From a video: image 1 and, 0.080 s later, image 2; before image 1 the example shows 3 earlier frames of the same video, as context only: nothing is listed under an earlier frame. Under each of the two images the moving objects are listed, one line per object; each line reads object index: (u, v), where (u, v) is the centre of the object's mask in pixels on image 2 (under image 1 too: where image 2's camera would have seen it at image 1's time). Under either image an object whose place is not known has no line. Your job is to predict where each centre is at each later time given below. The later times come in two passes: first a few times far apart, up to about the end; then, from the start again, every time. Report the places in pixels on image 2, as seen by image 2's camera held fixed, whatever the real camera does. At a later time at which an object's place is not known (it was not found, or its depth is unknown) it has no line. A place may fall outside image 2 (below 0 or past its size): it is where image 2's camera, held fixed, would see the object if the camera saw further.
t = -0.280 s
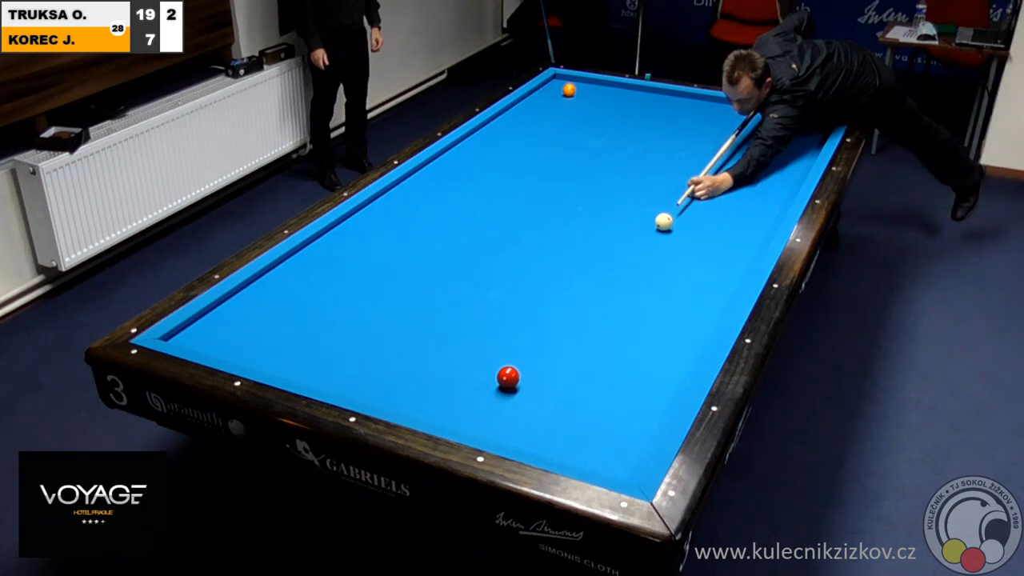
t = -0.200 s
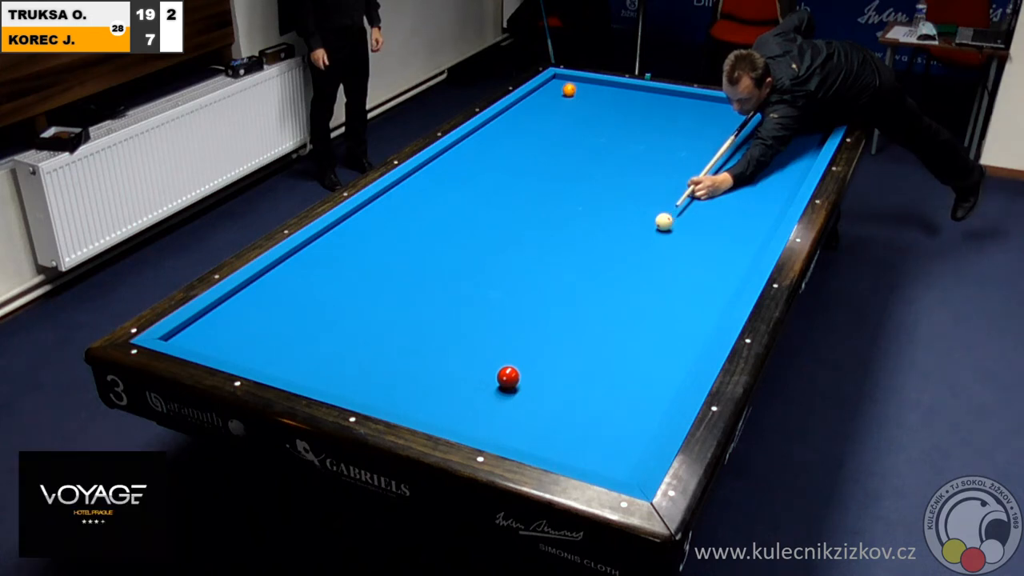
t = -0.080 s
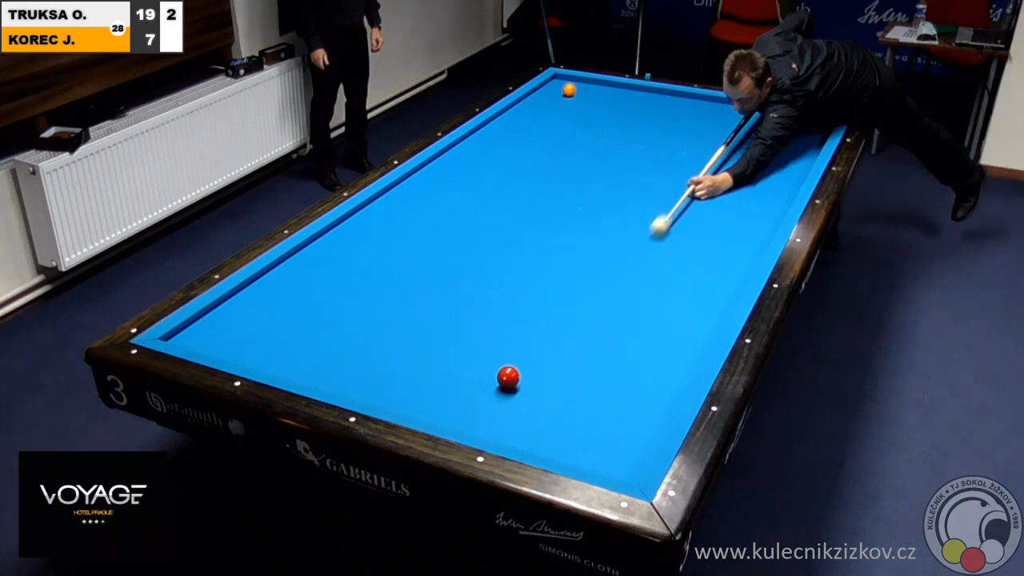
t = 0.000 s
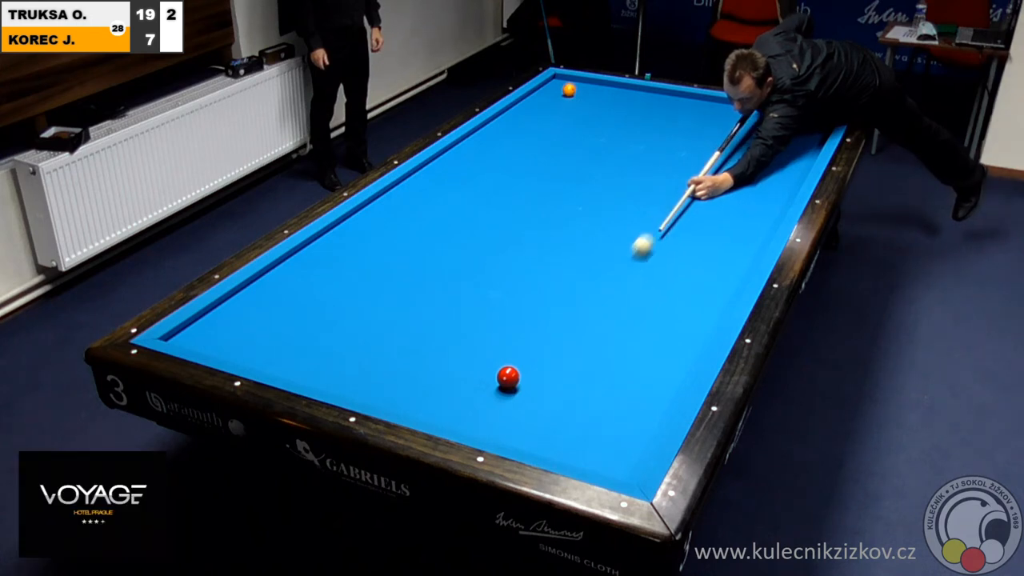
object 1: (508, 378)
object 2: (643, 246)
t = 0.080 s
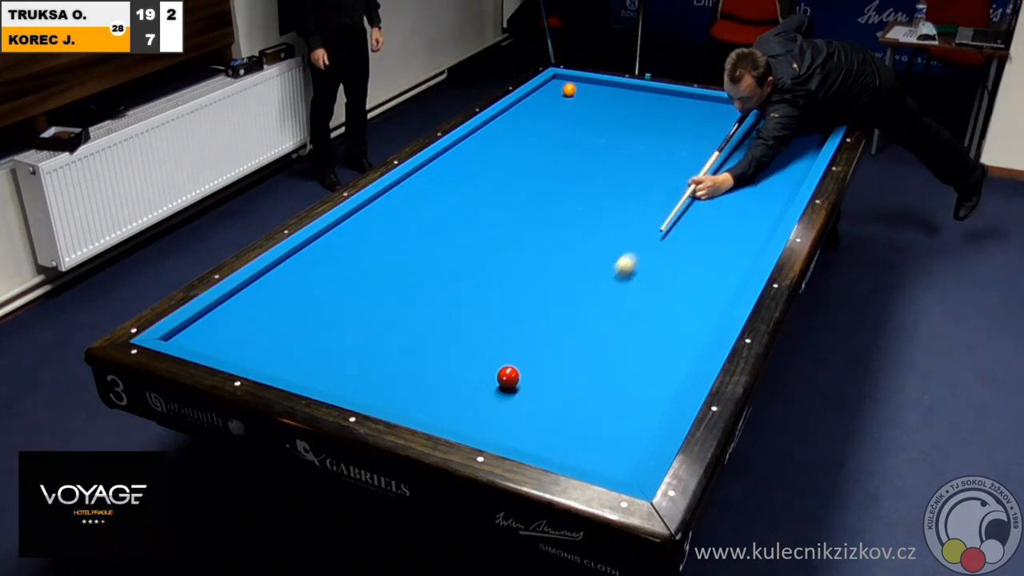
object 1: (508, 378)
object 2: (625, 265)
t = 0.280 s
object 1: (508, 378)
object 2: (578, 320)
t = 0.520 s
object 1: (480, 381)
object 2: (537, 397)
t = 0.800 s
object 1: (398, 391)
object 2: (597, 426)
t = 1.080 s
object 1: (352, 382)
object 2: (665, 391)
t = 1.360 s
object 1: (330, 359)
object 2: (652, 346)
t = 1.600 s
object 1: (314, 342)
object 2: (643, 313)
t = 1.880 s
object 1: (296, 323)
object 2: (634, 279)
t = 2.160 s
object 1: (280, 306)
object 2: (626, 249)
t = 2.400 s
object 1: (267, 293)
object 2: (620, 226)
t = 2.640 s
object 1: (258, 281)
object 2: (614, 205)
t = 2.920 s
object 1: (282, 279)
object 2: (609, 184)
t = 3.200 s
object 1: (304, 276)
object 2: (604, 165)
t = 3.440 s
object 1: (322, 274)
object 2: (600, 151)
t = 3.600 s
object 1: (333, 273)
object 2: (597, 141)
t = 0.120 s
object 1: (508, 378)
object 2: (617, 275)
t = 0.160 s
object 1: (508, 378)
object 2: (608, 286)
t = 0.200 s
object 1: (508, 378)
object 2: (598, 297)
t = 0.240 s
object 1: (508, 378)
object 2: (589, 308)
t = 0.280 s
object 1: (508, 378)
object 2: (578, 320)
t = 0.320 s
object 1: (508, 378)
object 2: (568, 332)
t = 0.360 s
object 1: (508, 378)
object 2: (557, 344)
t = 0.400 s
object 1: (508, 377)
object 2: (545, 358)
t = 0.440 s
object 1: (508, 377)
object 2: (534, 372)
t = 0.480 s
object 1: (495, 378)
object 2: (534, 385)
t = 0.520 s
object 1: (480, 381)
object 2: (537, 397)
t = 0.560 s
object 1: (466, 383)
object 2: (539, 411)
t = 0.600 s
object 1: (454, 384)
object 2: (539, 425)
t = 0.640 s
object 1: (443, 386)
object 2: (540, 440)
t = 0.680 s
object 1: (432, 387)
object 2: (550, 444)
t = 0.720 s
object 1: (420, 388)
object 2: (566, 438)
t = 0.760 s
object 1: (409, 390)
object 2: (582, 431)
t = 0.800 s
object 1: (398, 391)
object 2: (597, 426)
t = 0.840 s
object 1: (387, 392)
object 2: (611, 421)
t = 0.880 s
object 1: (376, 393)
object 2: (624, 417)
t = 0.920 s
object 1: (365, 393)
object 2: (638, 413)
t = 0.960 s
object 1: (362, 391)
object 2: (651, 409)
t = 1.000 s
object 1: (358, 388)
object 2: (664, 405)
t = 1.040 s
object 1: (355, 385)
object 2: (668, 399)
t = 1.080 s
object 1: (352, 382)
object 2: (665, 391)
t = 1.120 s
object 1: (348, 379)
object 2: (663, 384)
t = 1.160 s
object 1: (345, 375)
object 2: (661, 378)
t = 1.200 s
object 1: (342, 372)
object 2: (659, 371)
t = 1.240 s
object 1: (339, 369)
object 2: (657, 365)
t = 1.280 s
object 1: (336, 365)
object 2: (655, 358)
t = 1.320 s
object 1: (333, 362)
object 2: (654, 352)
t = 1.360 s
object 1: (330, 359)
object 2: (652, 346)
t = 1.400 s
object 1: (328, 356)
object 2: (651, 340)
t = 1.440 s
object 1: (325, 353)
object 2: (649, 335)
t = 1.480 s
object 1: (322, 350)
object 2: (648, 329)
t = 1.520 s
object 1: (320, 347)
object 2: (646, 323)
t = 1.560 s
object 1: (317, 344)
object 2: (644, 318)
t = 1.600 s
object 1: (314, 342)
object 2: (643, 313)
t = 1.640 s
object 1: (311, 339)
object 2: (642, 308)
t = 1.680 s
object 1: (309, 336)
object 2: (640, 303)
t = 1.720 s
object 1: (306, 334)
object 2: (639, 297)
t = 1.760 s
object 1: (304, 331)
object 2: (638, 293)
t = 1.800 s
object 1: (301, 328)
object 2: (636, 288)
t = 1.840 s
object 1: (299, 326)
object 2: (635, 283)
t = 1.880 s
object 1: (296, 323)
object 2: (634, 279)
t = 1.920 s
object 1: (294, 320)
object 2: (633, 274)
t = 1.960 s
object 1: (291, 318)
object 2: (631, 269)
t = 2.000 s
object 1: (289, 316)
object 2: (630, 265)
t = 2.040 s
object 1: (287, 313)
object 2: (629, 261)
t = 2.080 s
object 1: (284, 311)
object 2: (628, 257)
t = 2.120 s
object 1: (282, 308)
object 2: (627, 253)
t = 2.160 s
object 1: (280, 306)
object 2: (626, 249)
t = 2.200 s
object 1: (278, 304)
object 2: (625, 245)
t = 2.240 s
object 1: (276, 301)
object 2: (623, 241)
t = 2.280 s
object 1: (273, 299)
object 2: (623, 237)
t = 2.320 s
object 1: (271, 297)
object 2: (622, 233)
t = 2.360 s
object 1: (269, 295)
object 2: (621, 229)
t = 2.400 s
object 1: (267, 293)
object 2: (620, 226)
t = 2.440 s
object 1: (265, 291)
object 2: (619, 222)
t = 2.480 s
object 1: (263, 289)
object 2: (618, 219)
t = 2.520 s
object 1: (261, 286)
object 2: (617, 215)
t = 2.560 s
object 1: (259, 284)
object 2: (616, 212)
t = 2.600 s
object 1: (257, 282)
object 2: (615, 209)
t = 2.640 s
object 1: (258, 281)
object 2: (614, 205)
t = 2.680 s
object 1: (261, 281)
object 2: (613, 202)
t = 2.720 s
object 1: (265, 280)
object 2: (613, 199)
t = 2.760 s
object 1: (268, 280)
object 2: (612, 196)
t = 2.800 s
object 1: (271, 279)
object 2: (611, 193)
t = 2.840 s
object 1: (275, 279)
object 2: (610, 190)
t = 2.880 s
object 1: (278, 279)
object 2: (609, 187)
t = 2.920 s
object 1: (282, 279)
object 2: (609, 184)
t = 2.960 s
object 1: (285, 278)
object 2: (608, 181)
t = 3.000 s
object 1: (288, 278)
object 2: (607, 179)
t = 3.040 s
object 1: (291, 278)
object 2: (606, 176)
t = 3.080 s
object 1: (295, 277)
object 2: (606, 173)
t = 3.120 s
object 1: (298, 277)
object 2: (605, 170)
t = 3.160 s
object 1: (301, 277)
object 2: (604, 168)
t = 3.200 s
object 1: (304, 276)
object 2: (604, 165)
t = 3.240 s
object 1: (307, 276)
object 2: (603, 163)
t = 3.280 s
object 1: (310, 276)
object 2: (602, 160)
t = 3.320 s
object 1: (313, 275)
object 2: (602, 158)
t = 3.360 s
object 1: (316, 275)
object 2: (601, 155)
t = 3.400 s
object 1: (319, 275)
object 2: (600, 153)
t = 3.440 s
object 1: (322, 274)
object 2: (600, 151)
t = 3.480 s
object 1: (325, 274)
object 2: (599, 148)
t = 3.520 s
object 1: (328, 274)
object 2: (599, 146)
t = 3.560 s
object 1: (330, 273)
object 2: (598, 144)
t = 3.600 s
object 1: (333, 273)
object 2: (597, 141)
